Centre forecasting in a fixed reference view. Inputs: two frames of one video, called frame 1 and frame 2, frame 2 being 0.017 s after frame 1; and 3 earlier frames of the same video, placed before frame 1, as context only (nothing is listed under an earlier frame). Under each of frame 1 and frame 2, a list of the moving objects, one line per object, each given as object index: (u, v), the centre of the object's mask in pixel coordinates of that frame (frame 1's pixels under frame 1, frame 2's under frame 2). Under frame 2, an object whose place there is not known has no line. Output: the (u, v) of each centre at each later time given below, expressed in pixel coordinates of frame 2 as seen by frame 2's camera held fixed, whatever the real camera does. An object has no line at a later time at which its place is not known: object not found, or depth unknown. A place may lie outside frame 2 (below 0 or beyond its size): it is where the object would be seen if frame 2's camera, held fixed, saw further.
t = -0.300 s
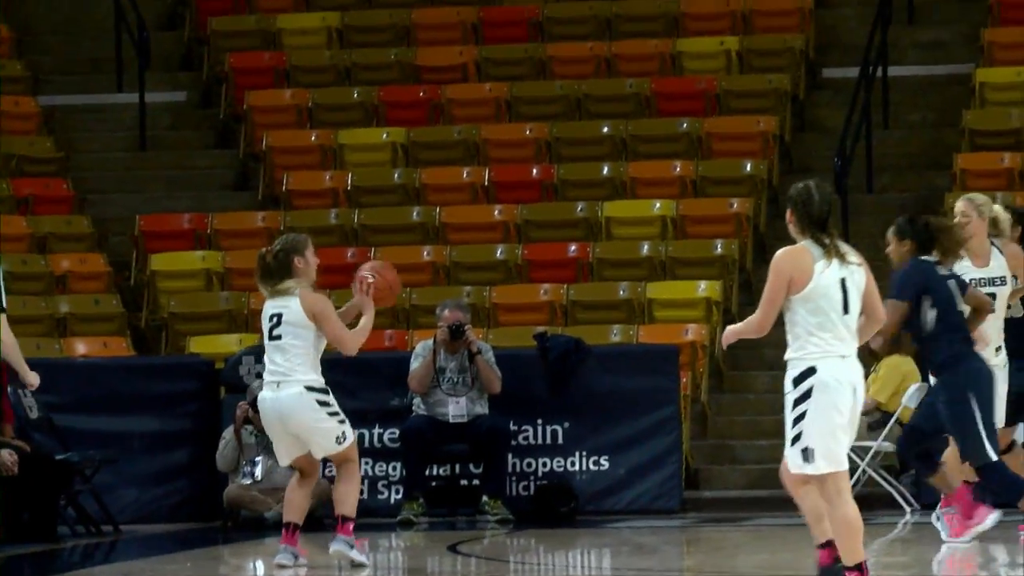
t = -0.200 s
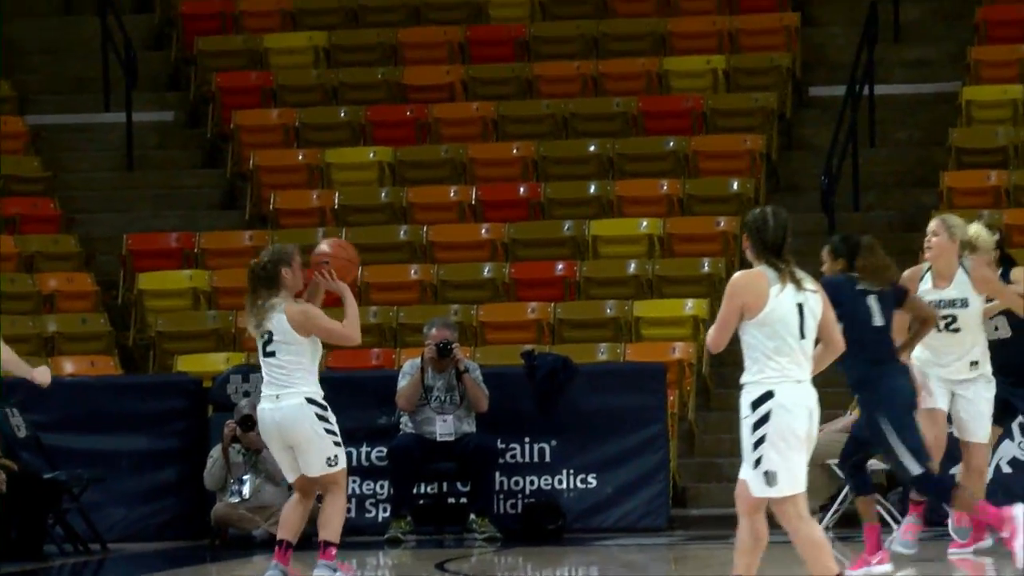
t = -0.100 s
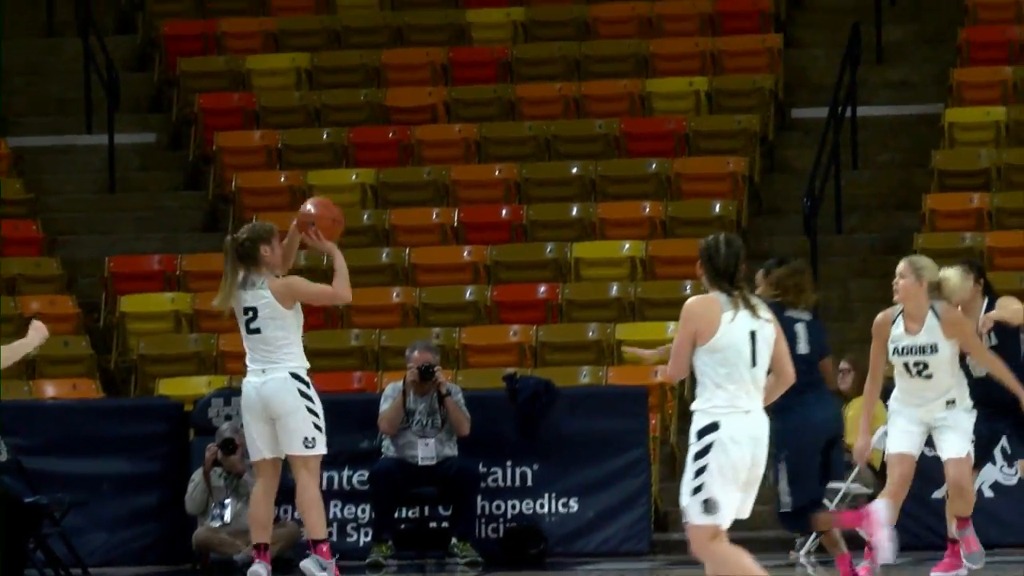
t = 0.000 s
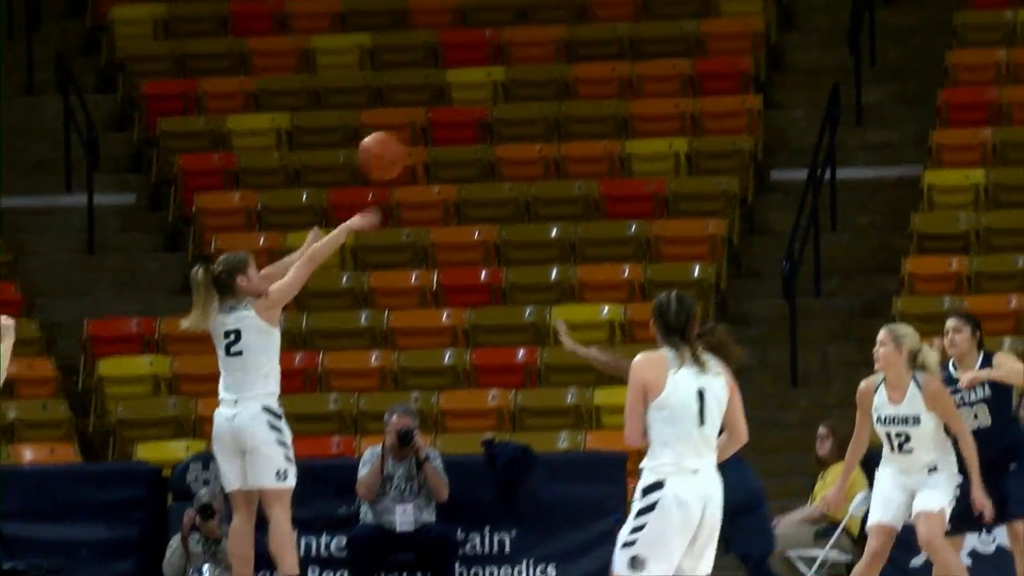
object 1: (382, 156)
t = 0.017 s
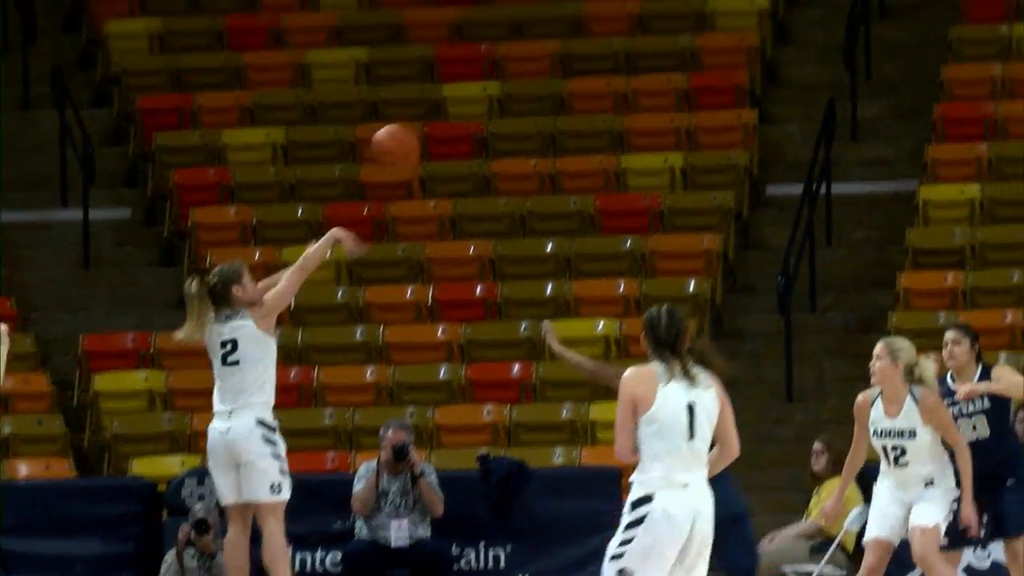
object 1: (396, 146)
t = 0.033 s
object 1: (415, 124)
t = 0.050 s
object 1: (435, 102)
